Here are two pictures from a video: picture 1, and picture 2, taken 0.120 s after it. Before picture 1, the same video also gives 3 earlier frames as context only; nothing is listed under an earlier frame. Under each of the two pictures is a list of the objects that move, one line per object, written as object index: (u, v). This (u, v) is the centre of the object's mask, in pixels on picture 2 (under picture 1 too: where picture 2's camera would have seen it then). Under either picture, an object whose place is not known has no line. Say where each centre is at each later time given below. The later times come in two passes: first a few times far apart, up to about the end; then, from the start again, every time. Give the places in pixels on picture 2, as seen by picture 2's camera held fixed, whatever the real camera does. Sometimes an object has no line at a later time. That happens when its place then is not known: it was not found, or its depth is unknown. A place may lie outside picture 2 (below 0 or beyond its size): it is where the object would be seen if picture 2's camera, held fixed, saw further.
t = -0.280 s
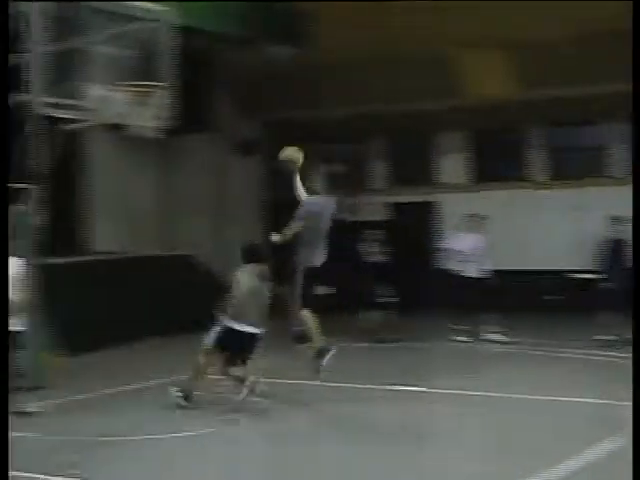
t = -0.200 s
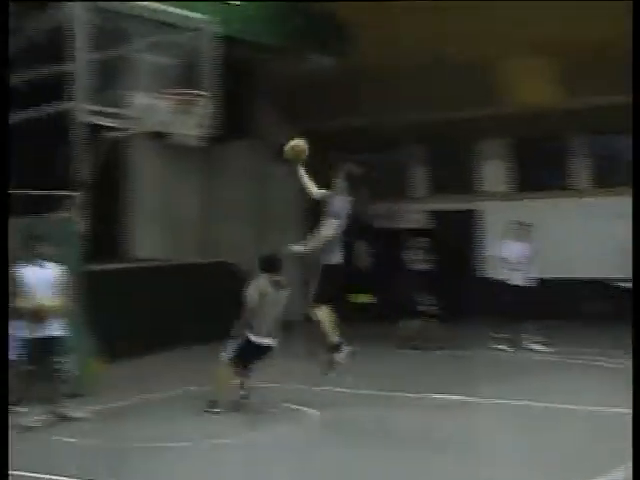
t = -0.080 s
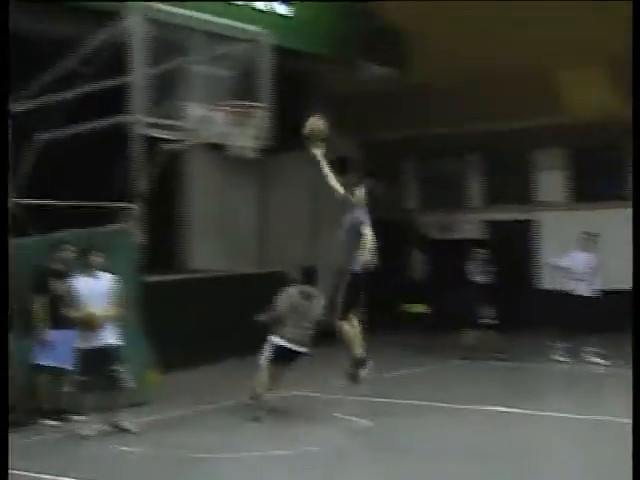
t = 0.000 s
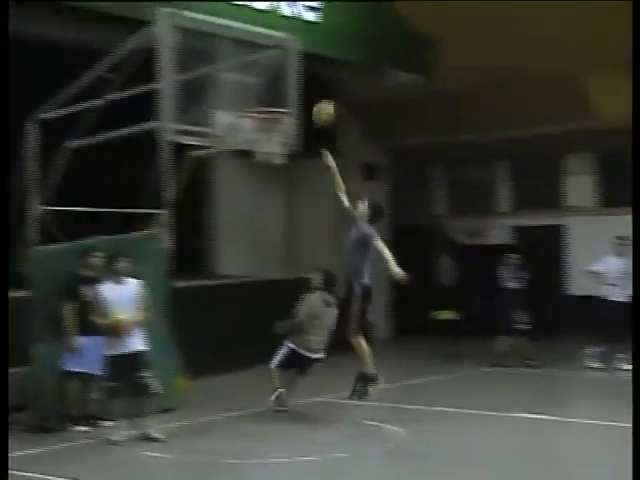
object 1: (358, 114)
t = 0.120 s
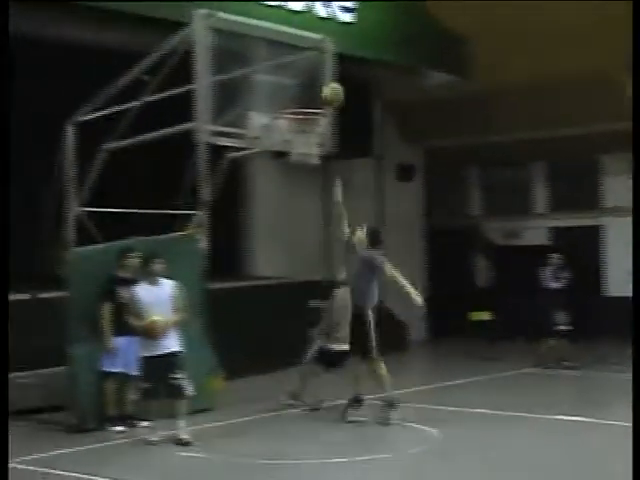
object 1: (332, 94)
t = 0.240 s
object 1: (324, 81)
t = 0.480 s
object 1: (336, 92)
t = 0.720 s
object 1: (355, 135)
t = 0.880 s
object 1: (373, 186)
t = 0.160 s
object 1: (324, 90)
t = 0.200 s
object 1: (321, 85)
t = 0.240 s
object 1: (324, 81)
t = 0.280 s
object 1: (326, 79)
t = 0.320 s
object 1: (328, 78)
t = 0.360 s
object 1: (329, 78)
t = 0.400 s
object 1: (332, 81)
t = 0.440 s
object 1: (333, 85)
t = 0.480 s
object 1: (336, 92)
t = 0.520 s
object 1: (338, 98)
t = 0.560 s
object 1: (341, 105)
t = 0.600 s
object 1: (345, 111)
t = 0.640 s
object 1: (348, 117)
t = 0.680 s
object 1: (351, 123)
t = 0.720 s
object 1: (355, 135)
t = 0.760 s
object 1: (359, 144)
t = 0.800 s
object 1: (363, 155)
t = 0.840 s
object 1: (367, 169)
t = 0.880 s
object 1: (373, 186)
